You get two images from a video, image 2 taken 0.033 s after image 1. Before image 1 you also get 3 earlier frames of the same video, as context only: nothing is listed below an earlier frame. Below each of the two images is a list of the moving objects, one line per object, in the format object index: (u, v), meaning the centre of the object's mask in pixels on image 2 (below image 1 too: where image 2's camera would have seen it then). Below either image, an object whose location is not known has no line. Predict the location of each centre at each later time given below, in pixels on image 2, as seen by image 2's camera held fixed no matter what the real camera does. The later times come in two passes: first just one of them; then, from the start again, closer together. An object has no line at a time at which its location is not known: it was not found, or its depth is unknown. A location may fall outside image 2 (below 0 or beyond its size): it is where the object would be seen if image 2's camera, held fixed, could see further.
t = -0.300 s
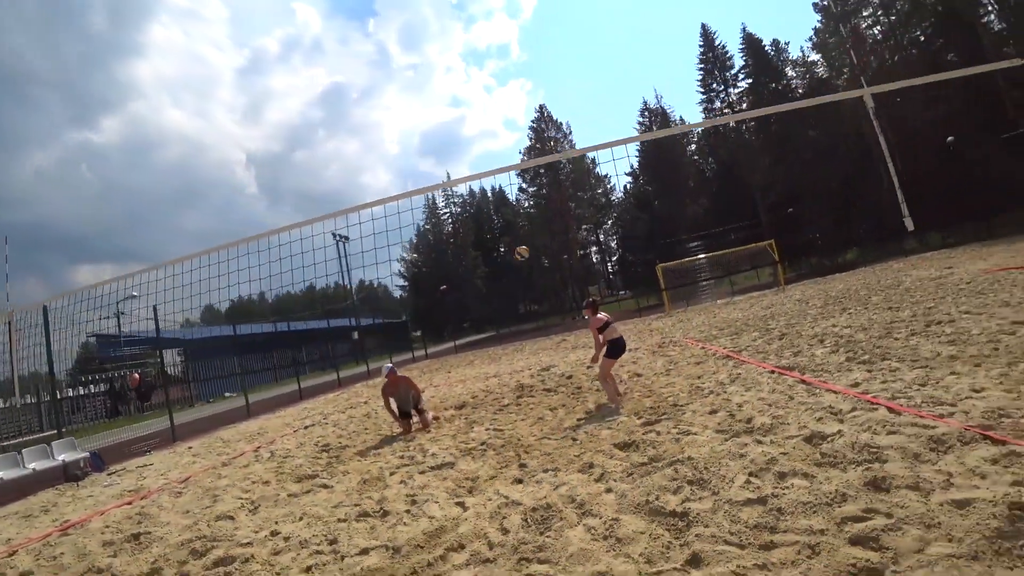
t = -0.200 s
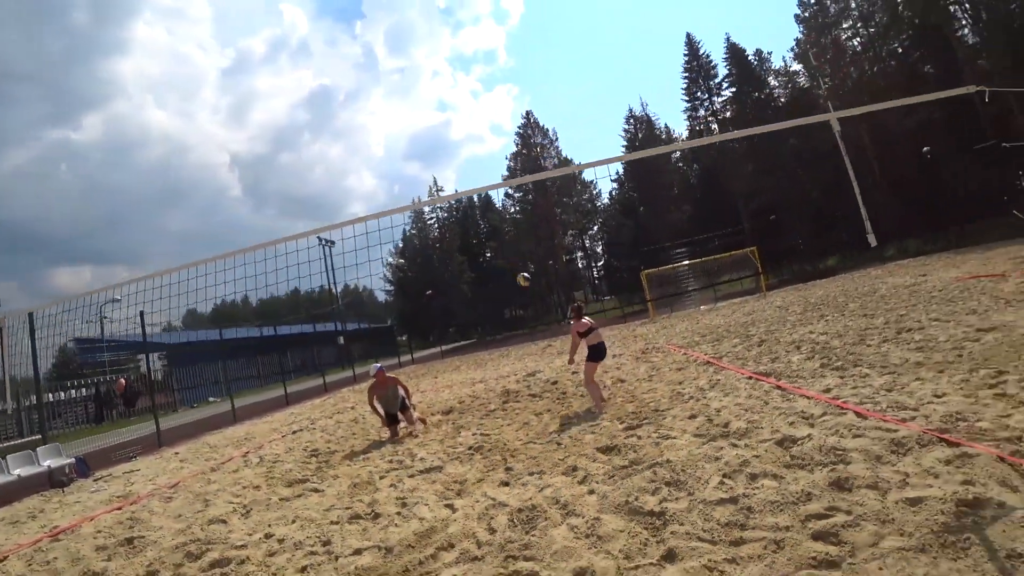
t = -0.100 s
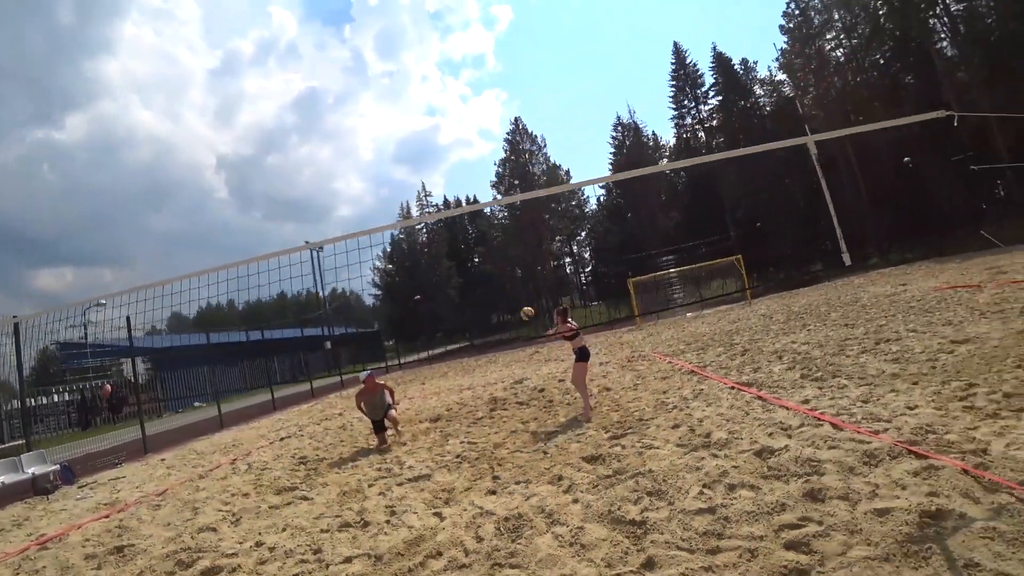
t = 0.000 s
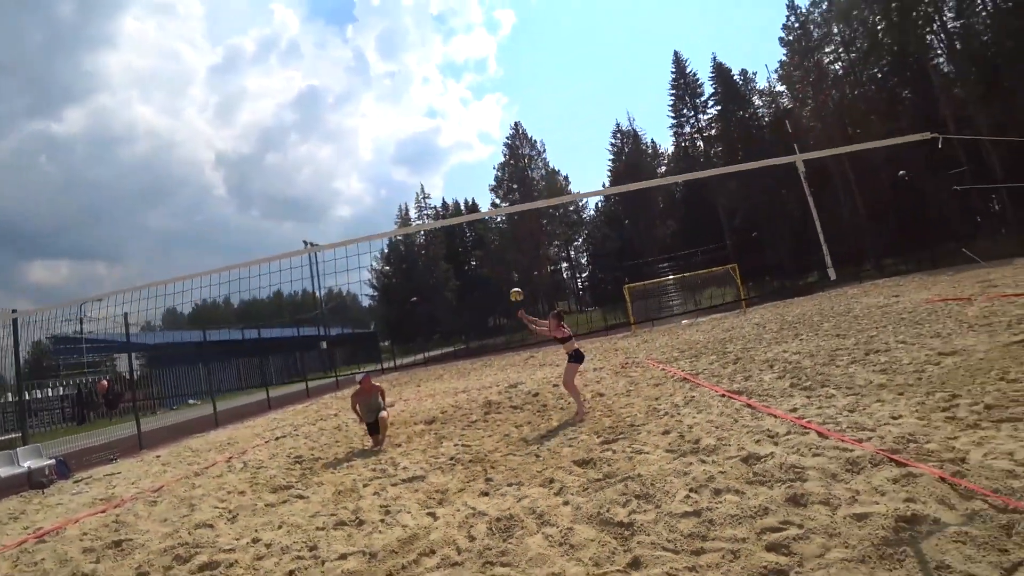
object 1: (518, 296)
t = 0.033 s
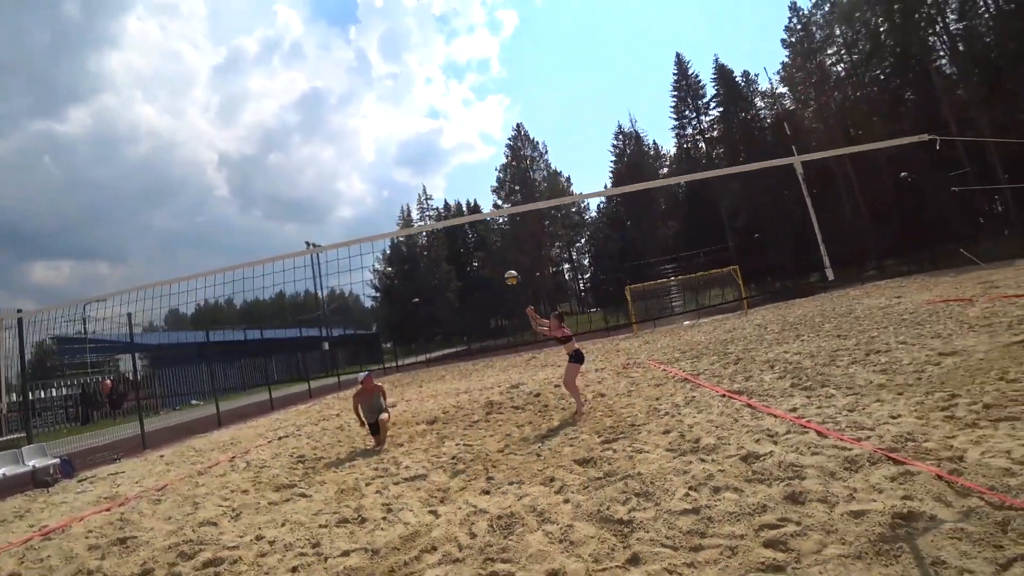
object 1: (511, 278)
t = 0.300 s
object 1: (457, 138)
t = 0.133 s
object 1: (490, 221)
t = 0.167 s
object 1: (483, 205)
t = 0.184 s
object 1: (480, 198)
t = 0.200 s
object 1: (477, 189)
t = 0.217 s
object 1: (473, 181)
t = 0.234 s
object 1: (470, 172)
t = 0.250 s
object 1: (466, 164)
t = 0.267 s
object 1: (463, 155)
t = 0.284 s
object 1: (460, 147)
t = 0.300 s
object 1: (457, 138)
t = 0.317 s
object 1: (454, 129)
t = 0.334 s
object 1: (451, 121)
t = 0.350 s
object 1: (448, 114)
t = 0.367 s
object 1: (445, 106)
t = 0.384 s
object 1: (441, 98)
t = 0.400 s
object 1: (439, 90)
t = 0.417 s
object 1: (435, 82)
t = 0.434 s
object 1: (432, 74)
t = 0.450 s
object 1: (428, 67)
